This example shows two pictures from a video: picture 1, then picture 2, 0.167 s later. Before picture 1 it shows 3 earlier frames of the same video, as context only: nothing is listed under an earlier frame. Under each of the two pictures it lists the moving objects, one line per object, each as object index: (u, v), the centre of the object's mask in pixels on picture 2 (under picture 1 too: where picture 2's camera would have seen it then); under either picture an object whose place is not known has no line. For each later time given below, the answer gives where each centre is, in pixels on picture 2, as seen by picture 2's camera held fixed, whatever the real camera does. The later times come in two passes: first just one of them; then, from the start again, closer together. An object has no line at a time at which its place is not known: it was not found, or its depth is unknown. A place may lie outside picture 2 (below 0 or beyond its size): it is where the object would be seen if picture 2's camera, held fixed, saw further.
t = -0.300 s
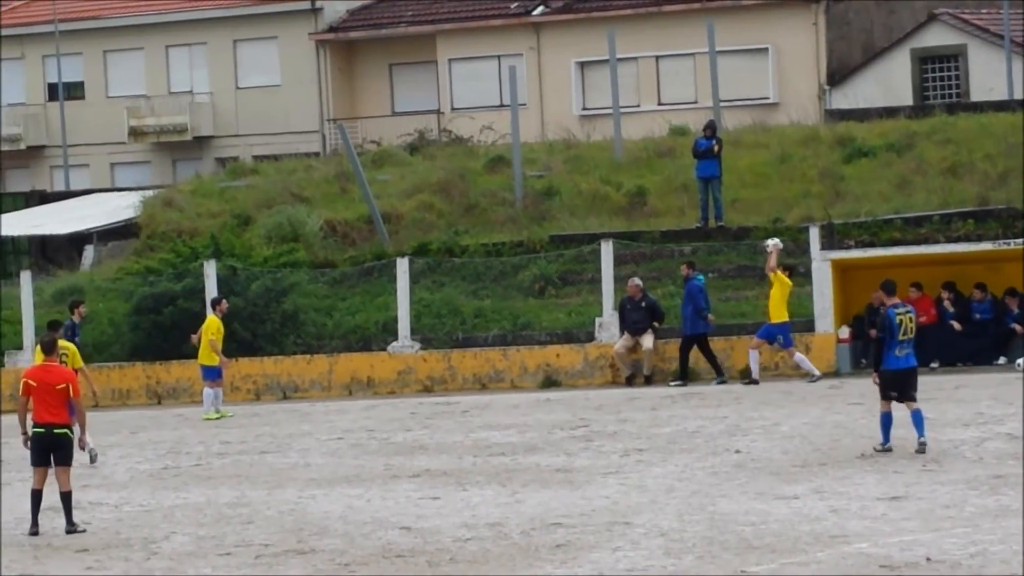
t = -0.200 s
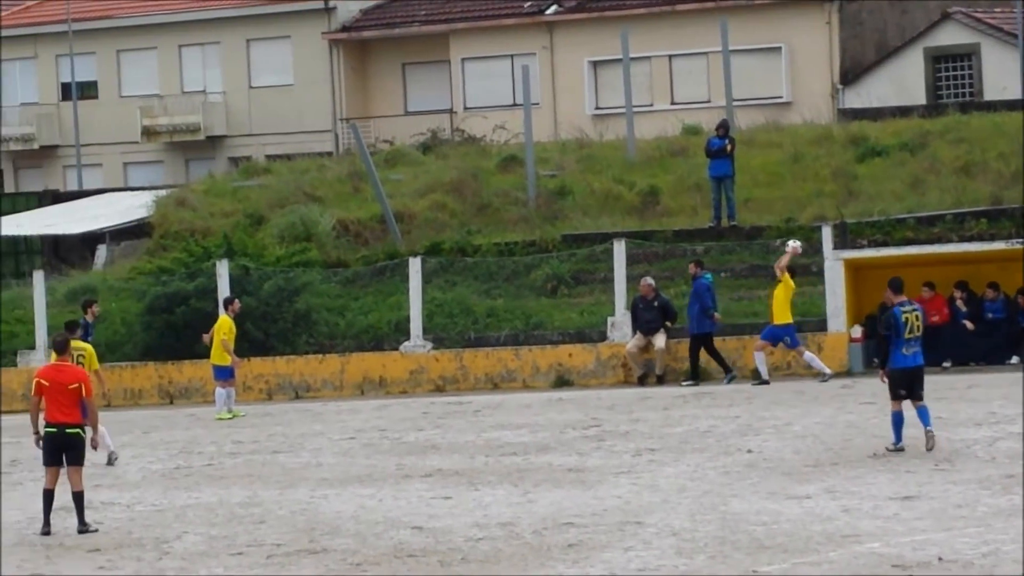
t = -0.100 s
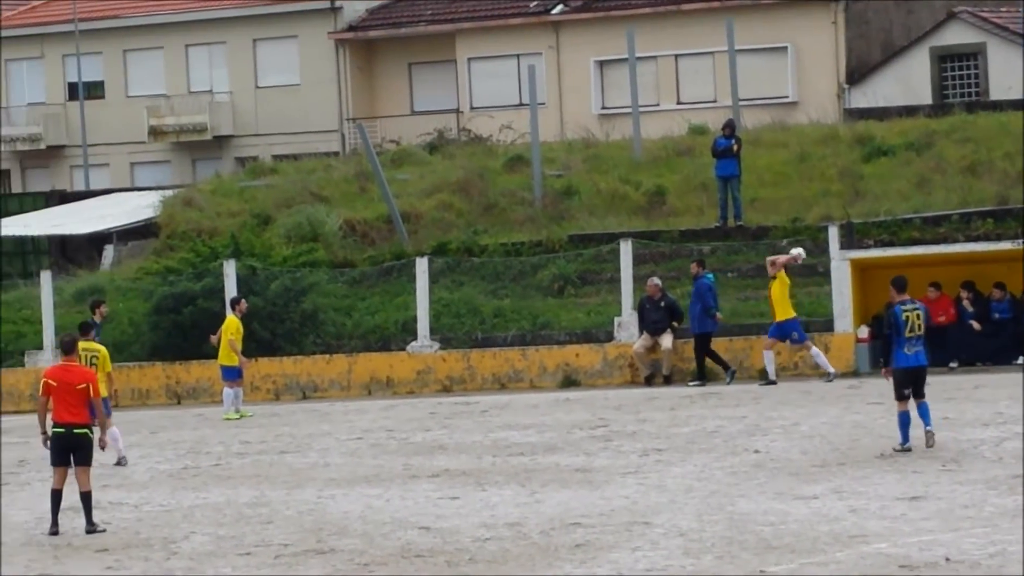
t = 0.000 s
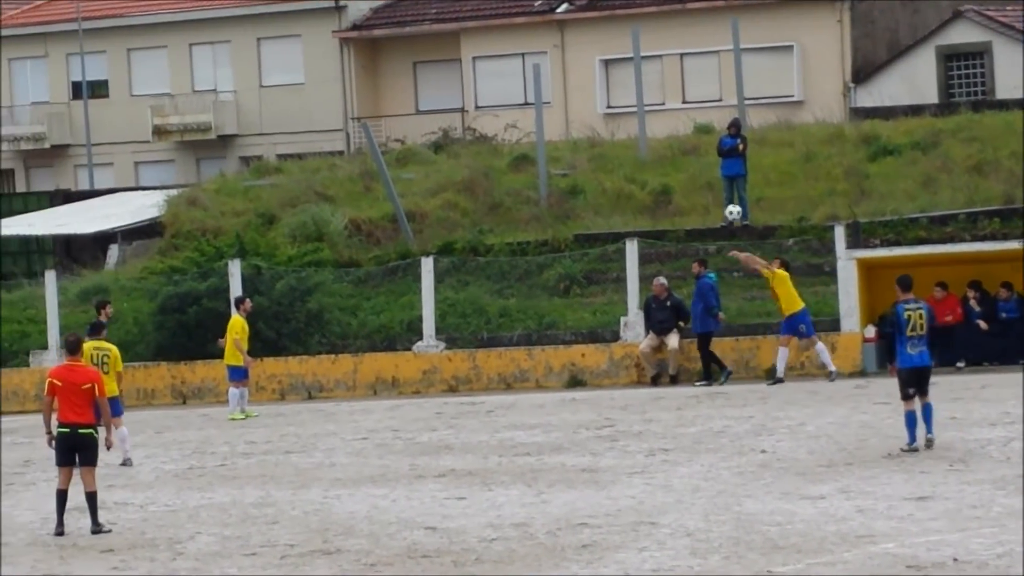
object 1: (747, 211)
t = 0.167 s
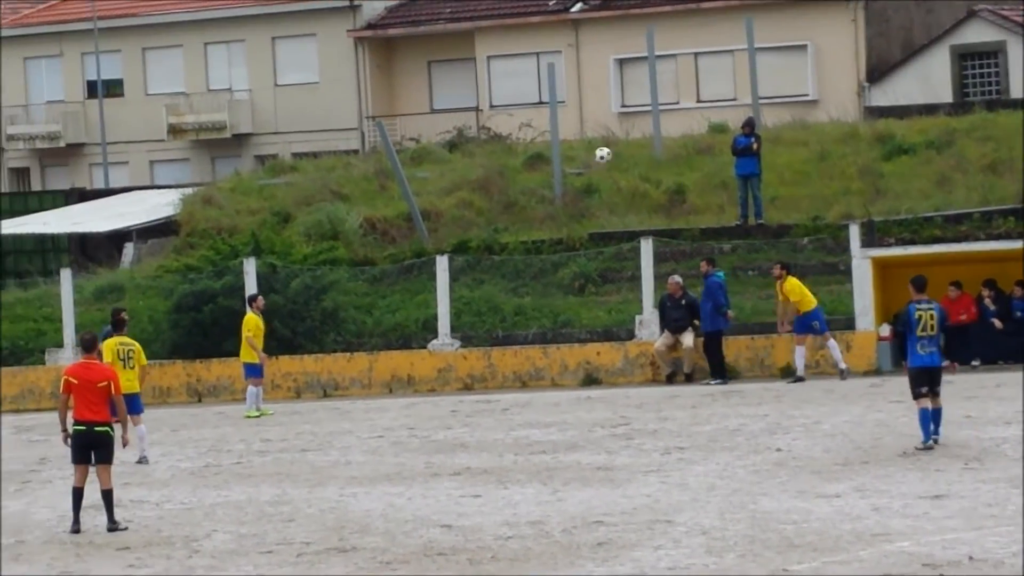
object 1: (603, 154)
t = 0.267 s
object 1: (518, 133)
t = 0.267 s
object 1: (518, 133)
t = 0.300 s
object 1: (490, 126)
